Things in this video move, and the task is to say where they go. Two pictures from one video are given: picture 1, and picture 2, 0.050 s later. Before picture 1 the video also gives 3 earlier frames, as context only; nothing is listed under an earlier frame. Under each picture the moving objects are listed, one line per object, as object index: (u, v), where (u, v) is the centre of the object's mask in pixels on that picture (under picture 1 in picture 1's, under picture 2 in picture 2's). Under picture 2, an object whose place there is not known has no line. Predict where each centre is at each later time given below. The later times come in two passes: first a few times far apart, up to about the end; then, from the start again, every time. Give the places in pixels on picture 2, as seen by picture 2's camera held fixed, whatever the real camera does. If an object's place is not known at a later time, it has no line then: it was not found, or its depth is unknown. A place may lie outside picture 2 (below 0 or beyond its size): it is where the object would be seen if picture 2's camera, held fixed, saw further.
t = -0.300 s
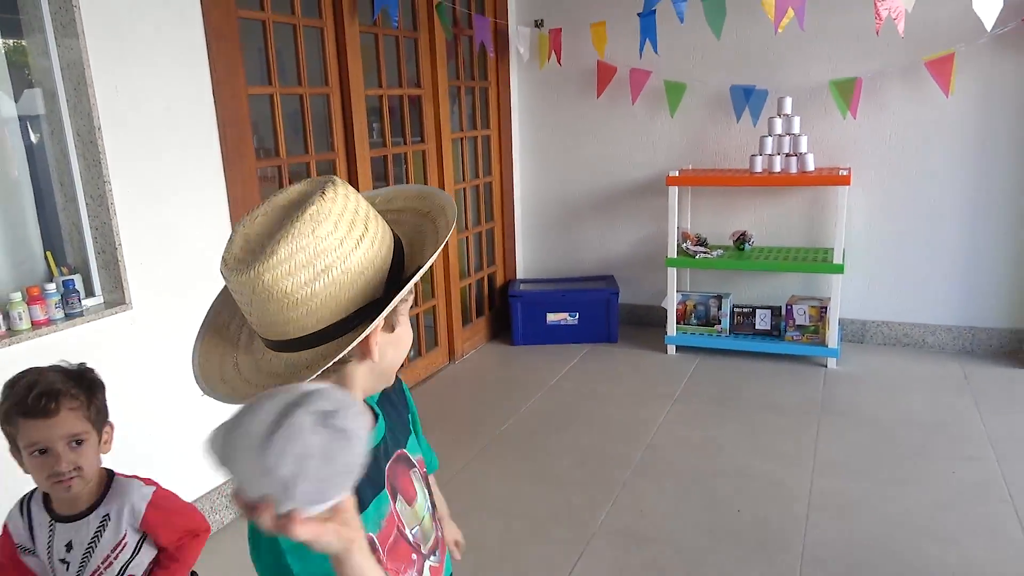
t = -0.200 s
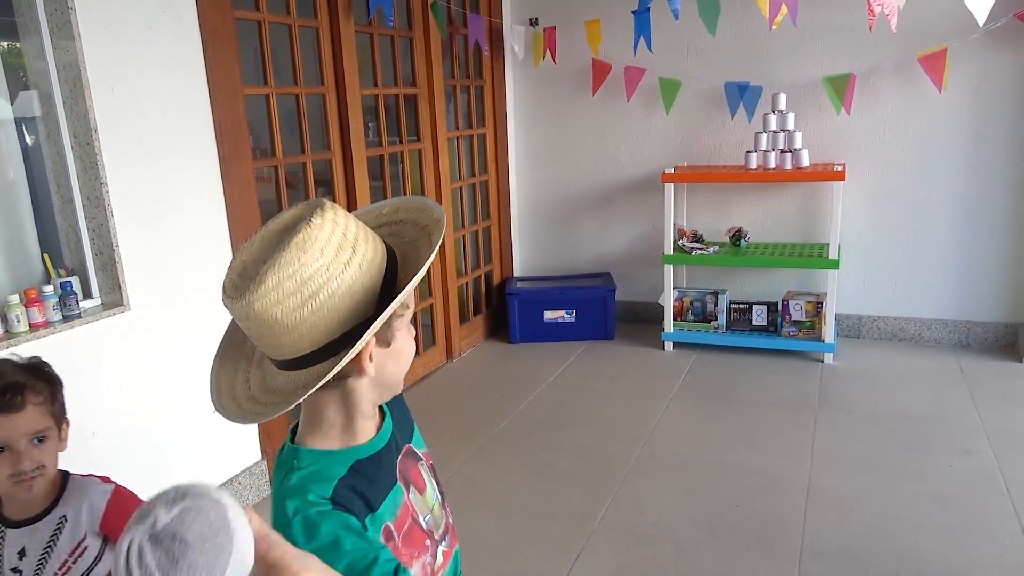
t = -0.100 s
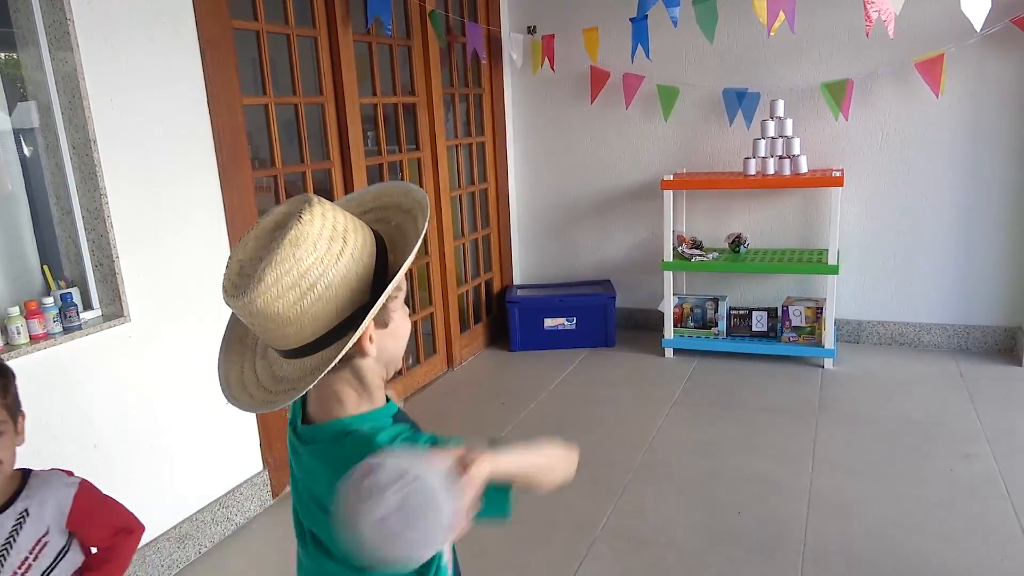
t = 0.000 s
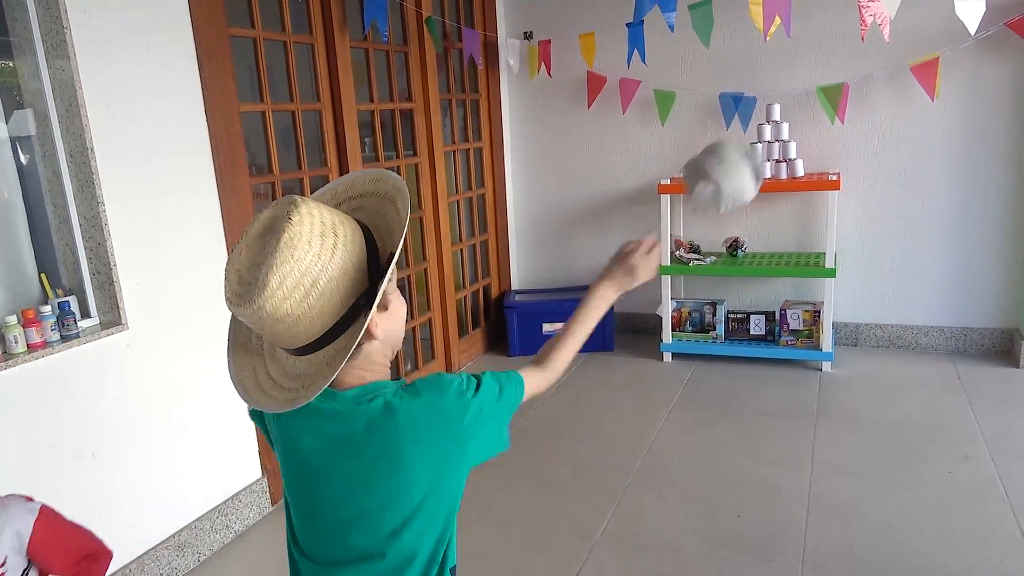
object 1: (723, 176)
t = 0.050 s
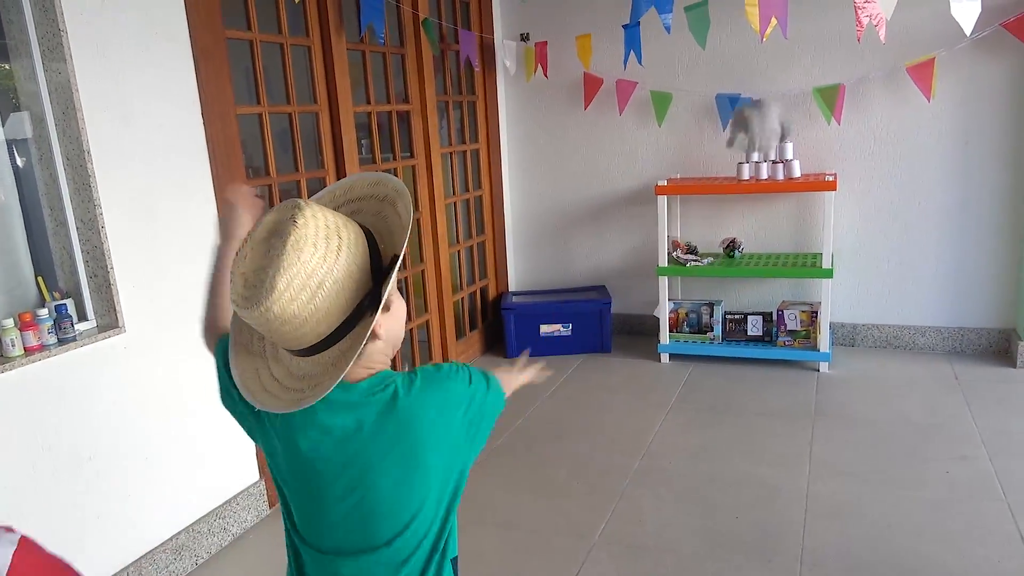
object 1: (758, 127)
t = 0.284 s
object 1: (818, 114)
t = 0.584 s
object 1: (836, 159)
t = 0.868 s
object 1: (851, 221)
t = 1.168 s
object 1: (869, 407)
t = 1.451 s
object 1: (913, 445)
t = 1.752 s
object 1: (955, 473)
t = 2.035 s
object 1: (981, 496)
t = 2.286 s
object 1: (1005, 509)
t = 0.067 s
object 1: (767, 117)
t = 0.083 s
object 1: (775, 109)
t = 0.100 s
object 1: (780, 104)
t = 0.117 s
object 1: (785, 101)
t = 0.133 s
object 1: (790, 98)
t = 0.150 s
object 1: (795, 96)
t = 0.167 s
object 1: (798, 96)
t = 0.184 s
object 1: (802, 97)
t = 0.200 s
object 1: (805, 98)
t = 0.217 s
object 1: (808, 100)
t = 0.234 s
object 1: (811, 103)
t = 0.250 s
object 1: (814, 106)
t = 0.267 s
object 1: (816, 109)
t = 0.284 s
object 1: (818, 114)
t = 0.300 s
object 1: (818, 119)
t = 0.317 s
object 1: (820, 124)
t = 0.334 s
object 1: (823, 128)
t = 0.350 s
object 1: (824, 133)
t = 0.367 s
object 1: (824, 137)
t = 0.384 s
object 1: (825, 139)
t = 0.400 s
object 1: (826, 141)
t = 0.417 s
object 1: (827, 144)
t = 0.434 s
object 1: (828, 148)
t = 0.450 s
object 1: (830, 153)
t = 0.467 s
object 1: (830, 158)
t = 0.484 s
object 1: (831, 163)
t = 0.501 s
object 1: (831, 168)
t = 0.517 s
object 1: (832, 170)
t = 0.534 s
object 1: (833, 167)
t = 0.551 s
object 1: (834, 165)
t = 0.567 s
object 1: (835, 162)
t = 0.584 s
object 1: (836, 159)
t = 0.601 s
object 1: (837, 158)
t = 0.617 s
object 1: (838, 158)
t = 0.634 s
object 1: (838, 157)
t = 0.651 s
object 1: (840, 157)
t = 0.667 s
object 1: (841, 159)
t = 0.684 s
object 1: (842, 161)
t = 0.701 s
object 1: (842, 163)
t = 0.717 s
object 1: (842, 165)
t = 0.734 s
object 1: (843, 169)
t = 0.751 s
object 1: (845, 173)
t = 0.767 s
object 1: (847, 178)
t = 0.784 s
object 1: (847, 183)
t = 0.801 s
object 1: (848, 189)
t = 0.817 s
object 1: (847, 196)
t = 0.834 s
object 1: (849, 204)
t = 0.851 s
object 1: (850, 211)
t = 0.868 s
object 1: (851, 221)
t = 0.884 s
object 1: (852, 231)
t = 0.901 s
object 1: (852, 241)
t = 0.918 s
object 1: (852, 251)
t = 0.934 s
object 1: (853, 264)
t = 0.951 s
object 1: (854, 277)
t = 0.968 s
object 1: (855, 289)
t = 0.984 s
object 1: (856, 302)
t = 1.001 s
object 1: (856, 317)
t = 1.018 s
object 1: (860, 334)
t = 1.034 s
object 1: (858, 348)
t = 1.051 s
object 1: (859, 365)
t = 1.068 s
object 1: (860, 382)
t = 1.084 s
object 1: (861, 401)
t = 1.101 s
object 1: (861, 419)
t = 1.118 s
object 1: (862, 420)
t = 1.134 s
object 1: (864, 414)
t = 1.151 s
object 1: (866, 410)
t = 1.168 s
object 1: (869, 407)
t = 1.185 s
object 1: (871, 404)
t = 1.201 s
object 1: (874, 402)
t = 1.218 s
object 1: (876, 401)
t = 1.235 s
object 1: (879, 399)
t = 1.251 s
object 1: (882, 398)
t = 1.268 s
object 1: (885, 398)
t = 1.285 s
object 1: (887, 399)
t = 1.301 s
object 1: (890, 400)
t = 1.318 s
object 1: (893, 402)
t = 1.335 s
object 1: (895, 405)
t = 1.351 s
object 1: (898, 409)
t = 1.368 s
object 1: (901, 413)
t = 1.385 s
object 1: (903, 418)
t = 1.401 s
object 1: (905, 424)
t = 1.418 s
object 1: (908, 430)
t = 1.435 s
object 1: (910, 437)
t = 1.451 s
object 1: (913, 445)
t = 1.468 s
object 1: (915, 453)
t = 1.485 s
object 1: (916, 454)
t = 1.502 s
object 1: (919, 452)
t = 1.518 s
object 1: (921, 450)
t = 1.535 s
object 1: (924, 450)
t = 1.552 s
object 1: (927, 450)
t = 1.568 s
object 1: (930, 450)
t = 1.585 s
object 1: (932, 451)
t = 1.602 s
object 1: (934, 453)
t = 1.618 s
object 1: (937, 455)
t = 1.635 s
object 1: (940, 458)
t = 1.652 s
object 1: (942, 462)
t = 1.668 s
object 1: (946, 467)
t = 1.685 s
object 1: (948, 470)
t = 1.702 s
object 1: (950, 470)
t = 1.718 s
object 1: (952, 470)
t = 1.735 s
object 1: (953, 471)
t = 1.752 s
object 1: (955, 473)
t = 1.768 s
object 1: (957, 475)
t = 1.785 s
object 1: (958, 475)
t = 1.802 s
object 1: (960, 476)
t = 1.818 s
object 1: (961, 476)
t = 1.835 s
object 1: (963, 478)
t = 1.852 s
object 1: (964, 479)
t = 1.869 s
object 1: (965, 480)
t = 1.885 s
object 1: (967, 483)
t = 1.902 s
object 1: (968, 484)
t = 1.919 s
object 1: (970, 486)
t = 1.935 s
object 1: (971, 488)
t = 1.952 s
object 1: (973, 490)
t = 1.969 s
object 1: (974, 493)
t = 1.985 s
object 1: (976, 494)
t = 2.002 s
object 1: (978, 494)
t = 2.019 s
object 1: (979, 495)
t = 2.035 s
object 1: (981, 496)
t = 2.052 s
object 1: (983, 497)
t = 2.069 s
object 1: (985, 498)
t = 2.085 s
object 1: (986, 499)
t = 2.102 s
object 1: (988, 500)
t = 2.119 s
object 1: (990, 501)
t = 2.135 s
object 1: (991, 502)
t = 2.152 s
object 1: (993, 502)
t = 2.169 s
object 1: (995, 503)
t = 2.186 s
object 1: (996, 504)
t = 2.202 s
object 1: (998, 504)
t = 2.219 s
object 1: (999, 505)
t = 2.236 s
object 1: (1001, 506)
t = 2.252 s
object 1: (1002, 507)
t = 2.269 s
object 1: (1003, 508)
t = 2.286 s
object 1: (1005, 509)
